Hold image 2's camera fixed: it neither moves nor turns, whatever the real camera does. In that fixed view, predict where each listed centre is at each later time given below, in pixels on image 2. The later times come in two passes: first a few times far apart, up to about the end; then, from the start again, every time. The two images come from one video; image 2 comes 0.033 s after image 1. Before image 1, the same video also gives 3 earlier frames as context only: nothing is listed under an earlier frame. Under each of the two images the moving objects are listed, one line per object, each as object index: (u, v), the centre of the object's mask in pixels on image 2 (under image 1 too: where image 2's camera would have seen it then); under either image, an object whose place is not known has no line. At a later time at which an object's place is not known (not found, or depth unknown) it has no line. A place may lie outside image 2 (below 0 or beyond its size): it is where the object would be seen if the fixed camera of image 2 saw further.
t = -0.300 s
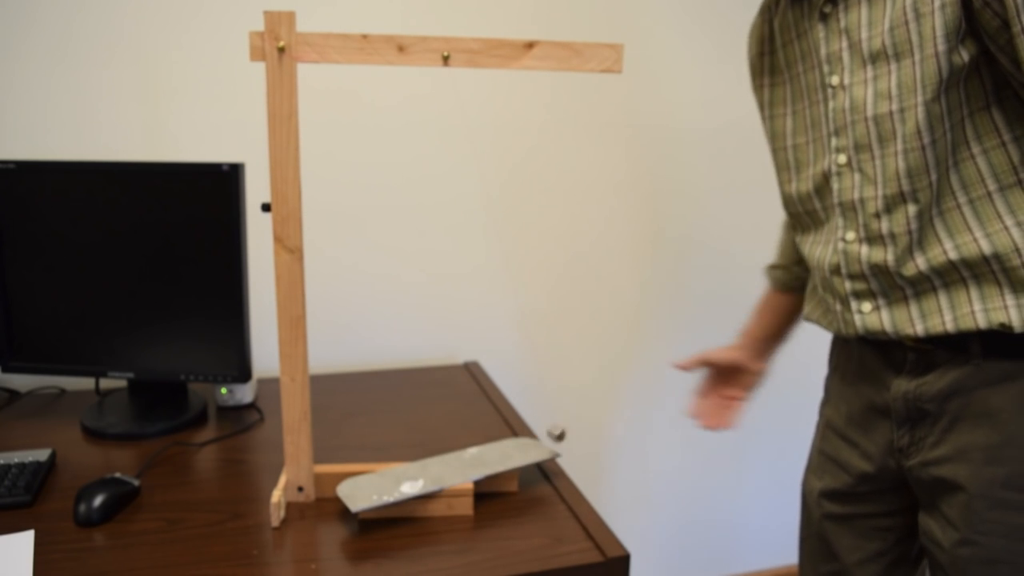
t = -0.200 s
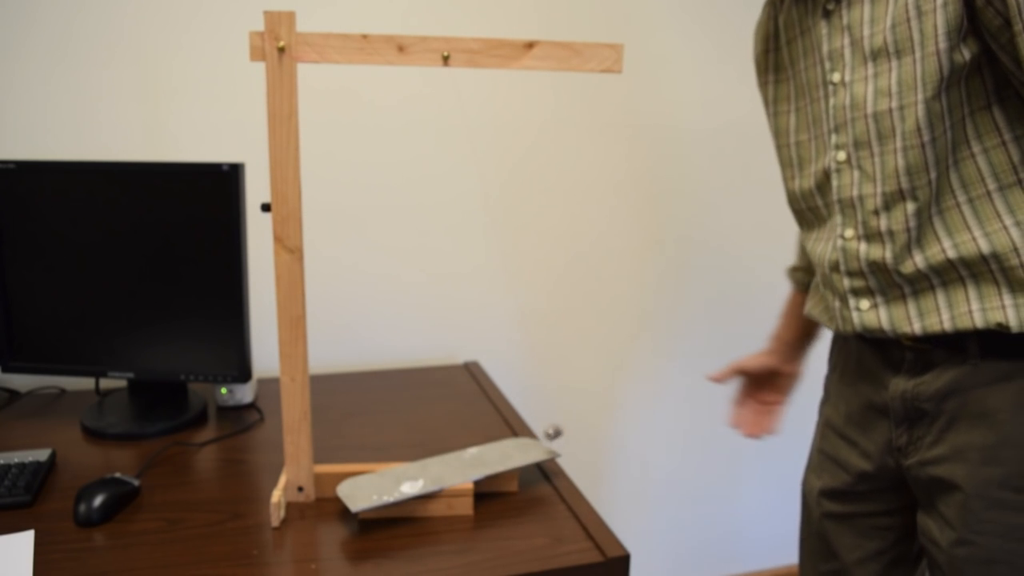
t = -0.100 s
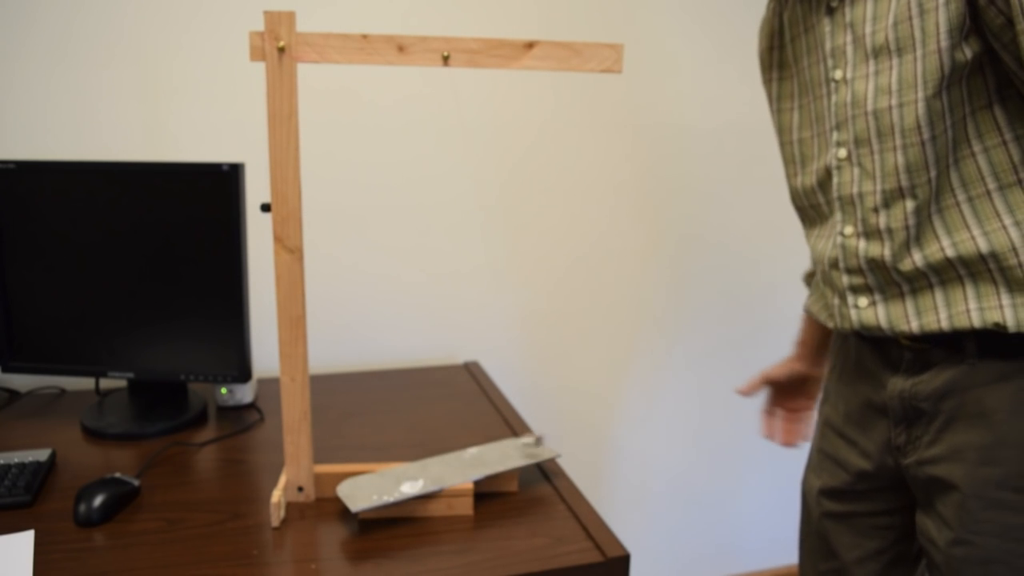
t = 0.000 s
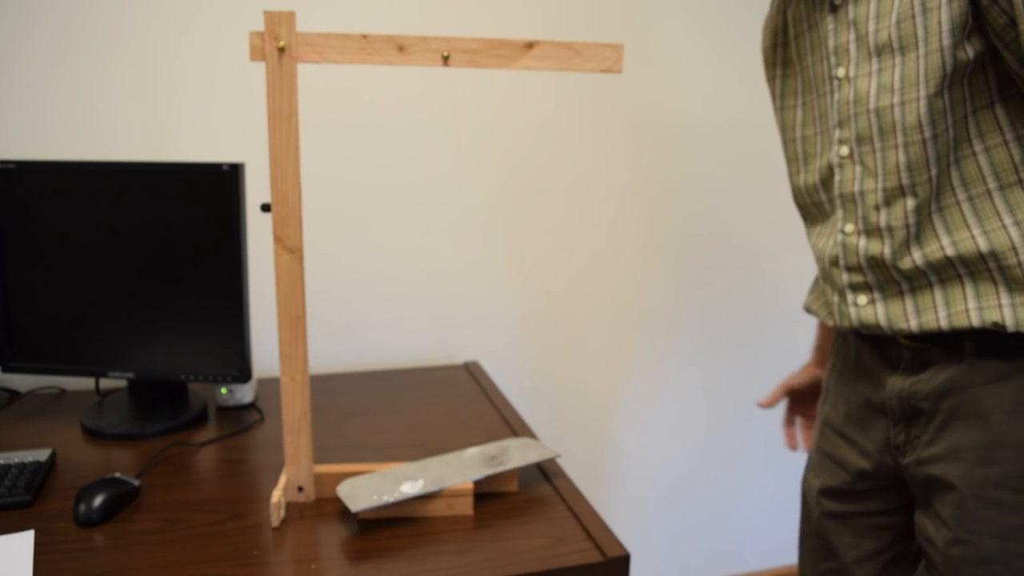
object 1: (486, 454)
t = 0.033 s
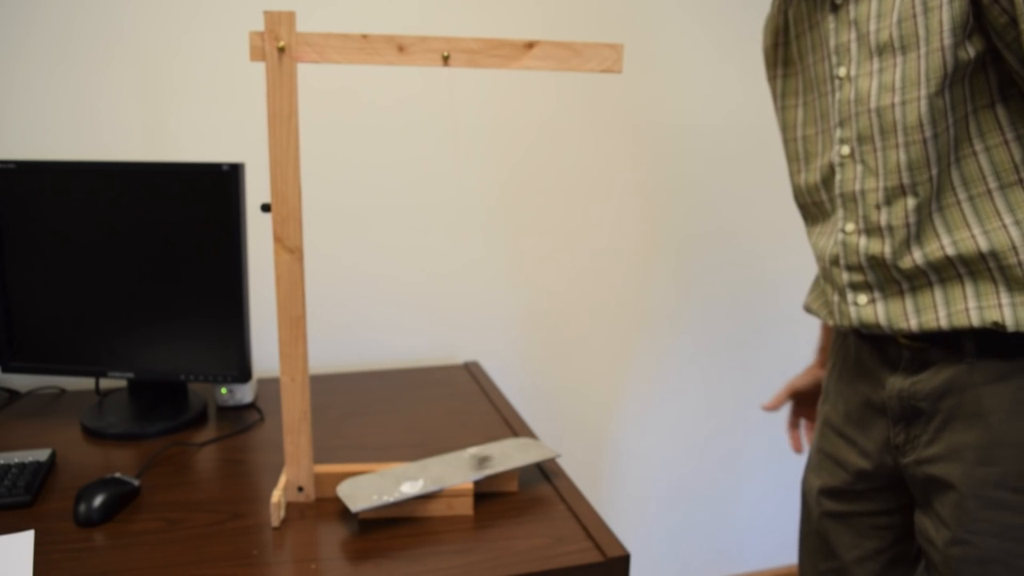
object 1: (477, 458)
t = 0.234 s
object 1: (434, 468)
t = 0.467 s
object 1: (433, 469)
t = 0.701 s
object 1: (437, 471)
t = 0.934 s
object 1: (443, 473)
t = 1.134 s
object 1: (448, 473)
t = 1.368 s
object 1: (456, 465)
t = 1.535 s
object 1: (448, 473)
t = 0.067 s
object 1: (470, 459)
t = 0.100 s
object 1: (462, 461)
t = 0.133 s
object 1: (456, 462)
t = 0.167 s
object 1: (452, 462)
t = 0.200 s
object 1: (438, 468)
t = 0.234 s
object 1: (434, 468)
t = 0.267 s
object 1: (432, 468)
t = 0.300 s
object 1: (432, 468)
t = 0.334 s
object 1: (431, 468)
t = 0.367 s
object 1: (431, 468)
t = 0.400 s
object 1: (432, 469)
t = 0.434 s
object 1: (432, 469)
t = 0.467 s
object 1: (433, 469)
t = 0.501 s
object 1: (433, 469)
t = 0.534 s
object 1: (434, 469)
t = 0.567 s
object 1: (434, 469)
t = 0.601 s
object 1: (435, 470)
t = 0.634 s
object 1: (435, 470)
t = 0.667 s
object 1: (436, 470)
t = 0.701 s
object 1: (437, 471)
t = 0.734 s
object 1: (437, 471)
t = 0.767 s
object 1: (439, 473)
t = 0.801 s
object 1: (439, 473)
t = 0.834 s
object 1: (440, 473)
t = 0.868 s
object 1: (441, 472)
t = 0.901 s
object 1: (442, 473)
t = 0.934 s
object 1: (443, 473)
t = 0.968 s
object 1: (445, 474)
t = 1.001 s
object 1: (446, 473)
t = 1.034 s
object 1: (447, 473)
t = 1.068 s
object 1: (447, 473)
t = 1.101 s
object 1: (448, 473)
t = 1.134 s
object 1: (448, 473)
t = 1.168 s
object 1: (456, 465)
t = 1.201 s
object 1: (457, 465)
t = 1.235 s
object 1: (456, 466)
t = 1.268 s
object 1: (457, 465)
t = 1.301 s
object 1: (457, 465)
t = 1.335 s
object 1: (457, 465)
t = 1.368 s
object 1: (456, 465)
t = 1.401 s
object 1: (455, 467)
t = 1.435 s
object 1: (455, 467)
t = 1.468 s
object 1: (454, 467)
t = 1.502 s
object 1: (454, 467)
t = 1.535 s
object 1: (448, 473)
